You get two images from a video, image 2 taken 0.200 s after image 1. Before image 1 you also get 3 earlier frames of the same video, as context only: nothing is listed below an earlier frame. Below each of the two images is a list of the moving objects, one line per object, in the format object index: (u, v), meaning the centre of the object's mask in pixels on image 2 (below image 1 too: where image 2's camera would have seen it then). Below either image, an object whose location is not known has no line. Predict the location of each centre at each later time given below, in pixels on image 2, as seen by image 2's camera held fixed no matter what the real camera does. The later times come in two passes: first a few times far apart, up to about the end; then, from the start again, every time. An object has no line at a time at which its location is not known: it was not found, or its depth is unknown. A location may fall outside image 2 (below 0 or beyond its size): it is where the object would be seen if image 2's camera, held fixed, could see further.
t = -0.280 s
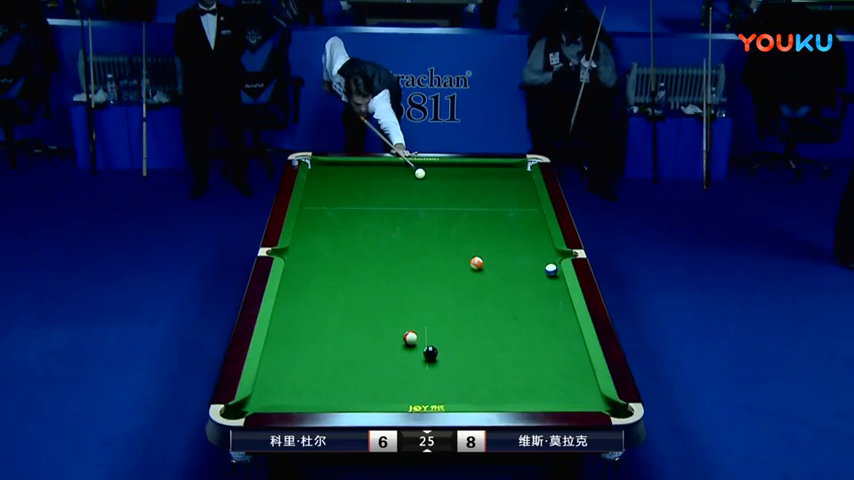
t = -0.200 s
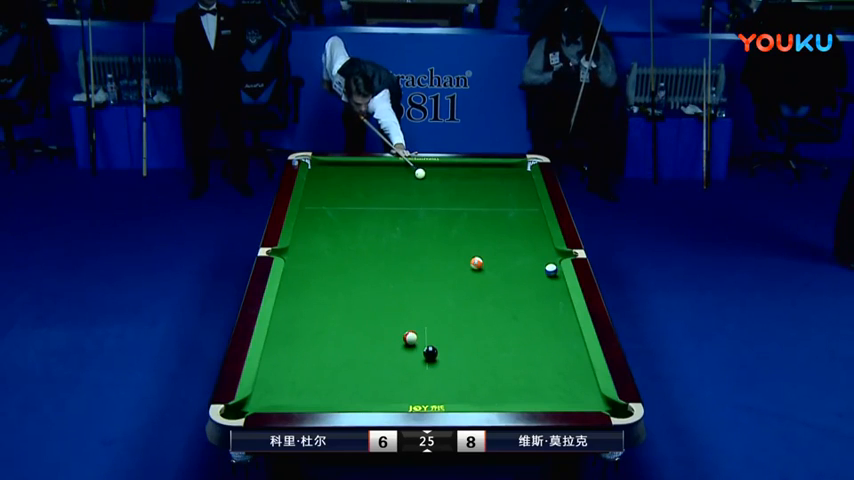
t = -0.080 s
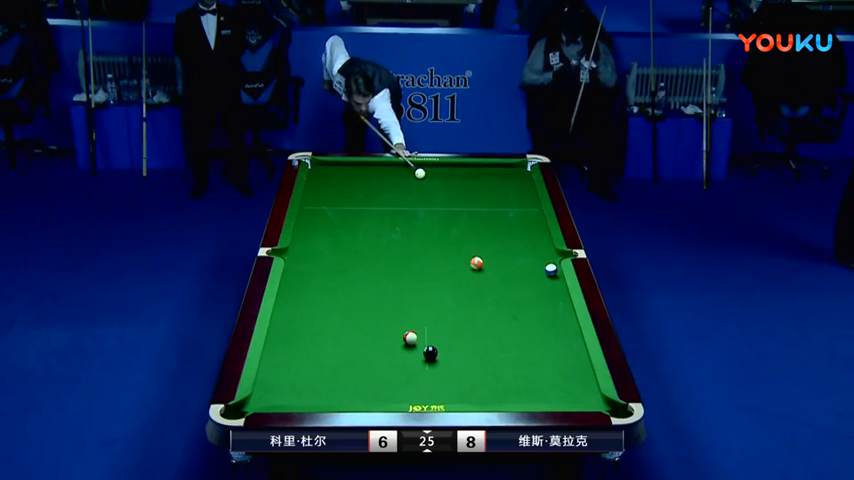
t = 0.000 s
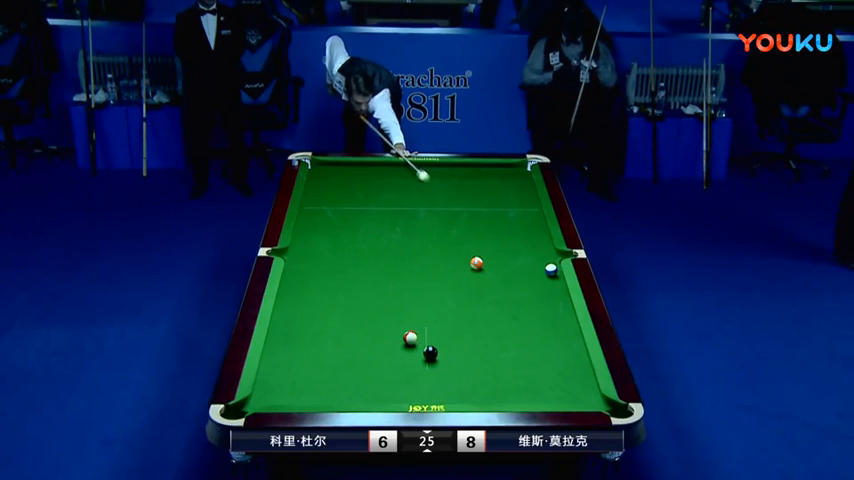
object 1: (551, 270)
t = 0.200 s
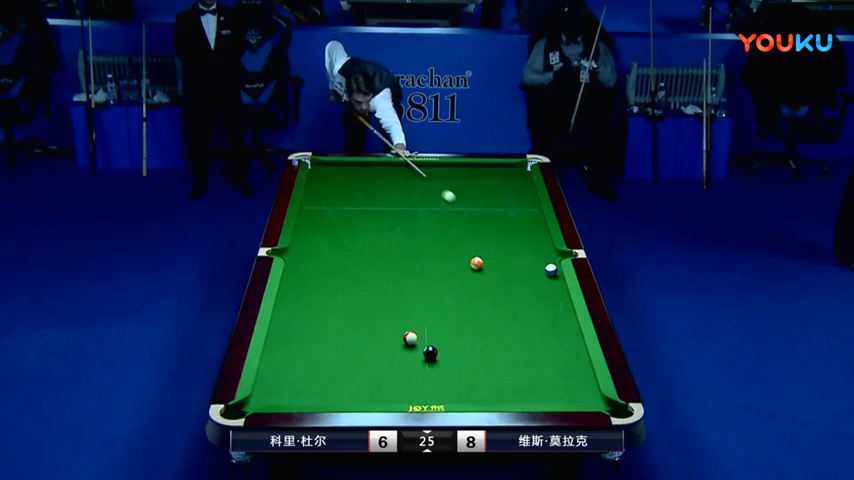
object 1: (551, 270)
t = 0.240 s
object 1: (551, 270)
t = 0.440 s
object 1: (551, 270)
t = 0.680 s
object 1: (551, 270)
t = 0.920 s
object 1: (546, 273)
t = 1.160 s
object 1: (516, 278)
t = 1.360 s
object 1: (493, 283)
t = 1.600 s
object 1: (462, 288)
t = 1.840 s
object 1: (433, 293)
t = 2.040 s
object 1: (410, 297)
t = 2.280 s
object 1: (382, 302)
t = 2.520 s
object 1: (354, 307)
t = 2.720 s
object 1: (332, 310)
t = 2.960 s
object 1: (304, 315)
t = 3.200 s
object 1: (278, 320)
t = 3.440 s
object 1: (291, 322)
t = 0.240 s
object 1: (551, 270)
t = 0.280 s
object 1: (551, 270)
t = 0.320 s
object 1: (551, 270)
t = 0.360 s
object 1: (551, 270)
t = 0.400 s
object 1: (551, 270)
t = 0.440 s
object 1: (551, 270)
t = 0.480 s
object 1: (551, 270)
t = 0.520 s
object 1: (551, 270)
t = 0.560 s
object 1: (551, 270)
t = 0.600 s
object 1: (551, 270)
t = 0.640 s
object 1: (551, 270)
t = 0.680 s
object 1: (551, 270)
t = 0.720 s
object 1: (551, 270)
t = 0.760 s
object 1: (551, 270)
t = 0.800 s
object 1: (551, 270)
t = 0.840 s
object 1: (555, 270)
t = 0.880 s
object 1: (551, 272)
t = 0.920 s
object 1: (546, 273)
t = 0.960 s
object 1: (541, 273)
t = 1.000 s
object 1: (536, 274)
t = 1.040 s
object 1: (531, 276)
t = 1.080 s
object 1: (527, 276)
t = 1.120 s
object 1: (521, 277)
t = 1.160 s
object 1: (516, 278)
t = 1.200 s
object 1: (510, 279)
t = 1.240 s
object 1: (506, 280)
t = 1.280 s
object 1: (501, 281)
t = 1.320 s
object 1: (497, 282)
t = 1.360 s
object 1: (493, 283)
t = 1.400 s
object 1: (487, 283)
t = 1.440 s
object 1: (482, 284)
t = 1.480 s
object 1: (476, 285)
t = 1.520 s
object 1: (472, 286)
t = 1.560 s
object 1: (467, 287)
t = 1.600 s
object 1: (462, 288)
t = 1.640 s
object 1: (458, 288)
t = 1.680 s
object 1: (454, 289)
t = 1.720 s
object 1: (448, 290)
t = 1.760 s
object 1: (442, 291)
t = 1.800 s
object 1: (438, 293)
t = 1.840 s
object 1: (433, 293)
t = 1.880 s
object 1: (429, 294)
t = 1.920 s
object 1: (424, 295)
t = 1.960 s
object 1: (420, 296)
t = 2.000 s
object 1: (415, 296)
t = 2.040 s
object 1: (410, 297)
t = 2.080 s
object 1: (405, 298)
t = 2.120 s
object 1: (400, 299)
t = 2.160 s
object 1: (396, 300)
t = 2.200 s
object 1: (391, 300)
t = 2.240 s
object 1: (386, 301)
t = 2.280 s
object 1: (382, 302)
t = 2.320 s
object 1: (377, 303)
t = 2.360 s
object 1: (372, 303)
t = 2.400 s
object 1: (367, 304)
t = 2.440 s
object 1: (362, 305)
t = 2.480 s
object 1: (358, 306)
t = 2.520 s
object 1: (354, 307)
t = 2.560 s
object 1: (349, 308)
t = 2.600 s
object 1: (345, 308)
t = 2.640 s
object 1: (341, 309)
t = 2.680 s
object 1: (336, 309)
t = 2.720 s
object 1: (332, 310)
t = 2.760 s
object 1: (326, 311)
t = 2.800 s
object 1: (321, 312)
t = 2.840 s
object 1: (318, 313)
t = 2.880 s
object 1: (313, 313)
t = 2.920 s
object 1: (309, 314)
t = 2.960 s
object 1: (304, 315)
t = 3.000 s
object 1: (300, 316)
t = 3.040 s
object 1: (296, 316)
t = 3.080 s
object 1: (292, 317)
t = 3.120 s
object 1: (286, 317)
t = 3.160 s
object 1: (282, 319)
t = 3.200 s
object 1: (278, 320)
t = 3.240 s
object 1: (278, 320)
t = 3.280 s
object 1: (281, 321)
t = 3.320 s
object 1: (283, 321)
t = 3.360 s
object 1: (286, 321)
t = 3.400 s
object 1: (288, 322)
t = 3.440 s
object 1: (291, 322)
